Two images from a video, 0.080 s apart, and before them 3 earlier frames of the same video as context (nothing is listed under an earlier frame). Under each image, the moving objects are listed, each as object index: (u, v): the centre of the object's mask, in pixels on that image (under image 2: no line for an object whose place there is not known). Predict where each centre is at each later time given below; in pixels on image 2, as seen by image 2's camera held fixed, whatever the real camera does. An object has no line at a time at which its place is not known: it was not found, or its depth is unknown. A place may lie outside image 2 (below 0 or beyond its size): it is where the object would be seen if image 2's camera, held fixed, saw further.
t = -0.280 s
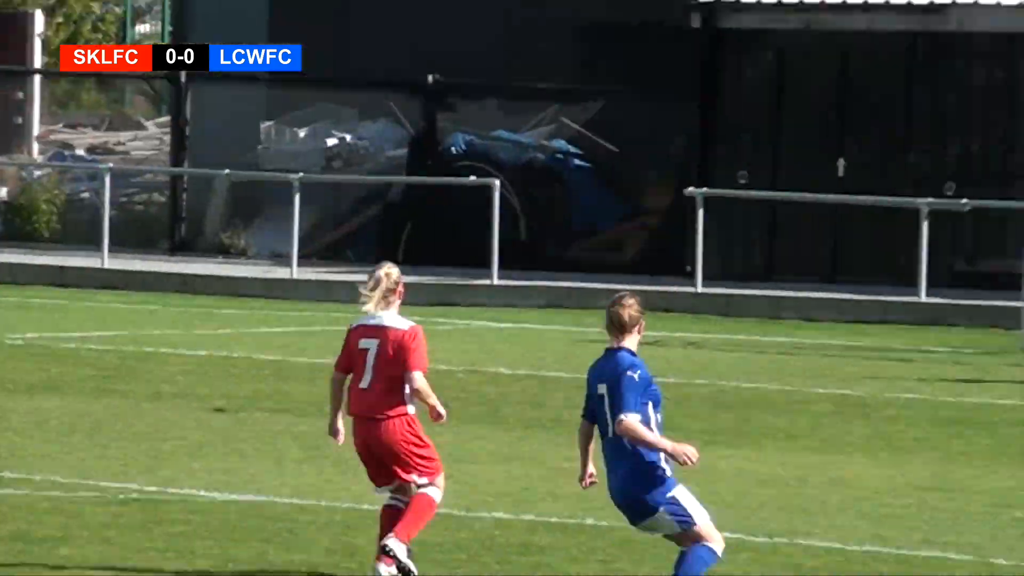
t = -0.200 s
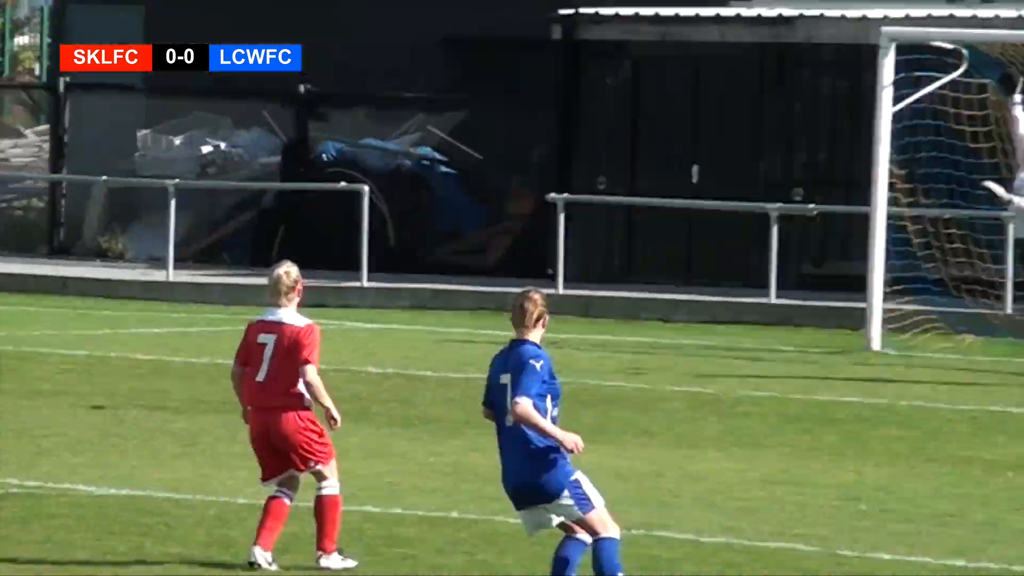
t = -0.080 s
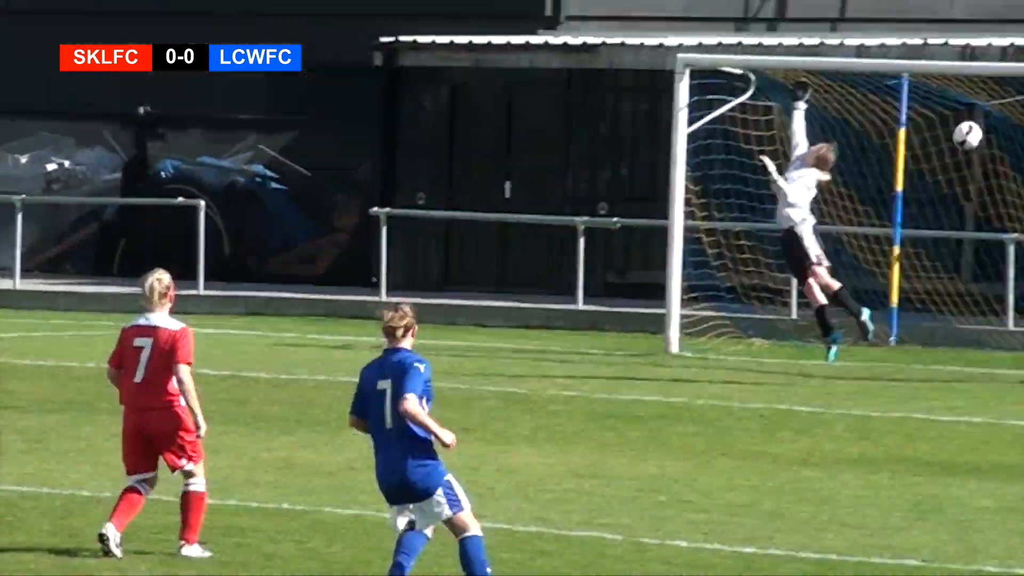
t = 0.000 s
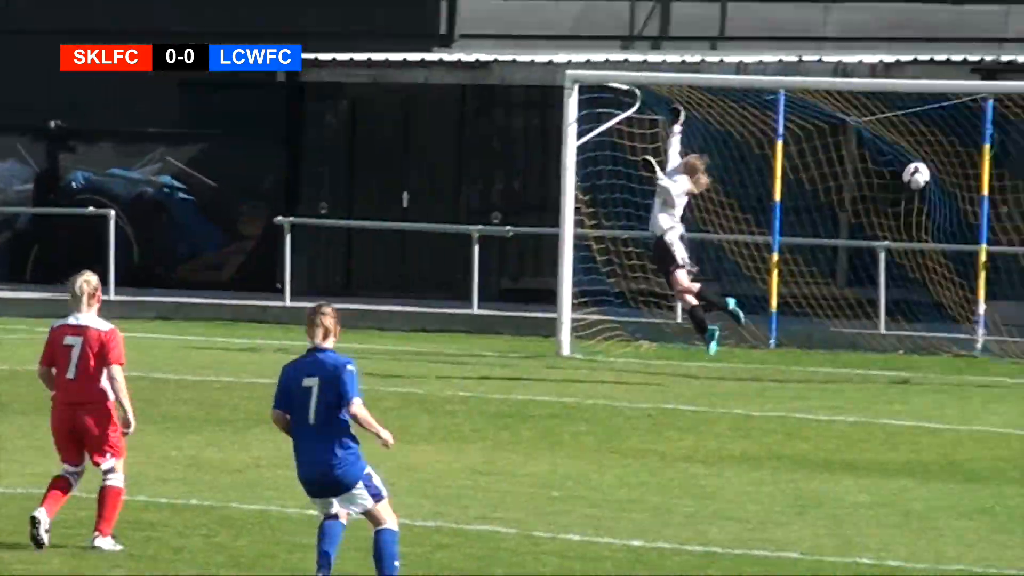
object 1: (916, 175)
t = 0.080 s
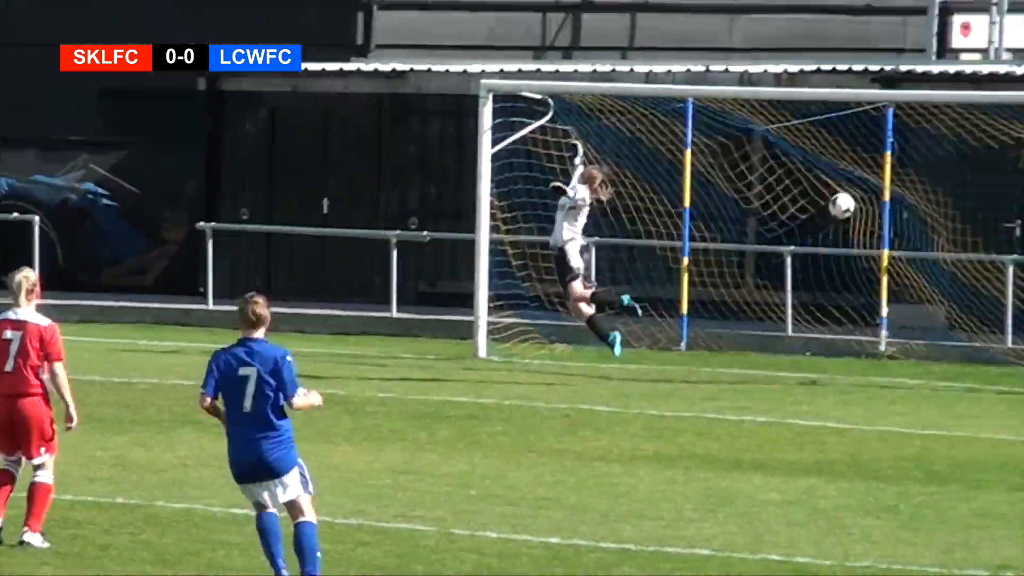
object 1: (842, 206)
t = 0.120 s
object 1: (847, 219)
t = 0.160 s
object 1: (852, 234)
